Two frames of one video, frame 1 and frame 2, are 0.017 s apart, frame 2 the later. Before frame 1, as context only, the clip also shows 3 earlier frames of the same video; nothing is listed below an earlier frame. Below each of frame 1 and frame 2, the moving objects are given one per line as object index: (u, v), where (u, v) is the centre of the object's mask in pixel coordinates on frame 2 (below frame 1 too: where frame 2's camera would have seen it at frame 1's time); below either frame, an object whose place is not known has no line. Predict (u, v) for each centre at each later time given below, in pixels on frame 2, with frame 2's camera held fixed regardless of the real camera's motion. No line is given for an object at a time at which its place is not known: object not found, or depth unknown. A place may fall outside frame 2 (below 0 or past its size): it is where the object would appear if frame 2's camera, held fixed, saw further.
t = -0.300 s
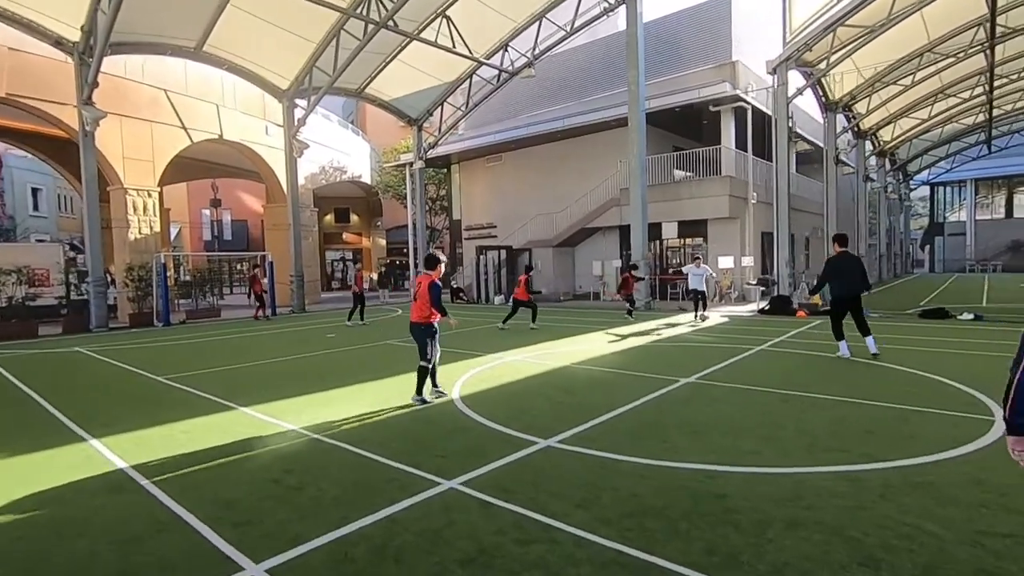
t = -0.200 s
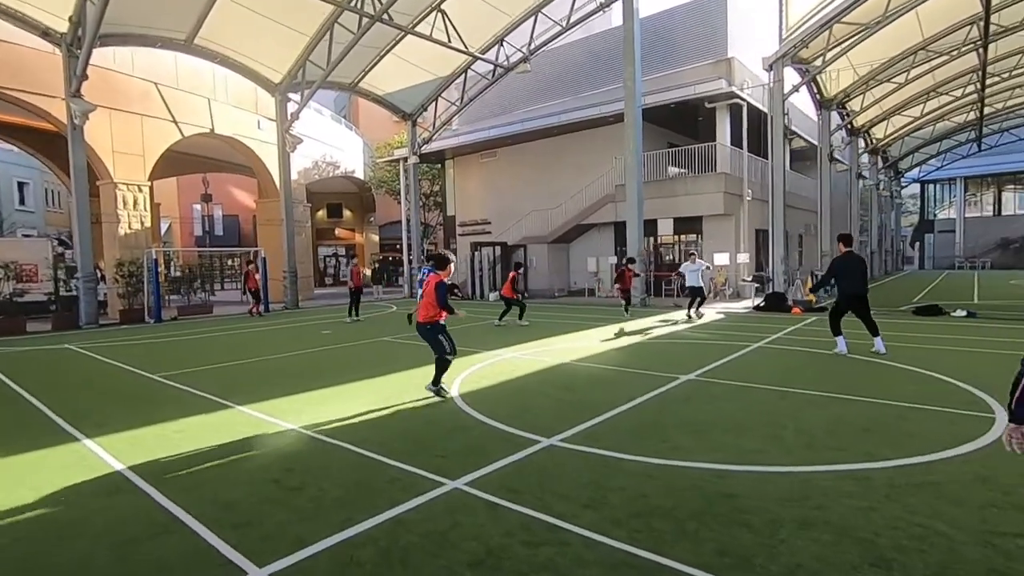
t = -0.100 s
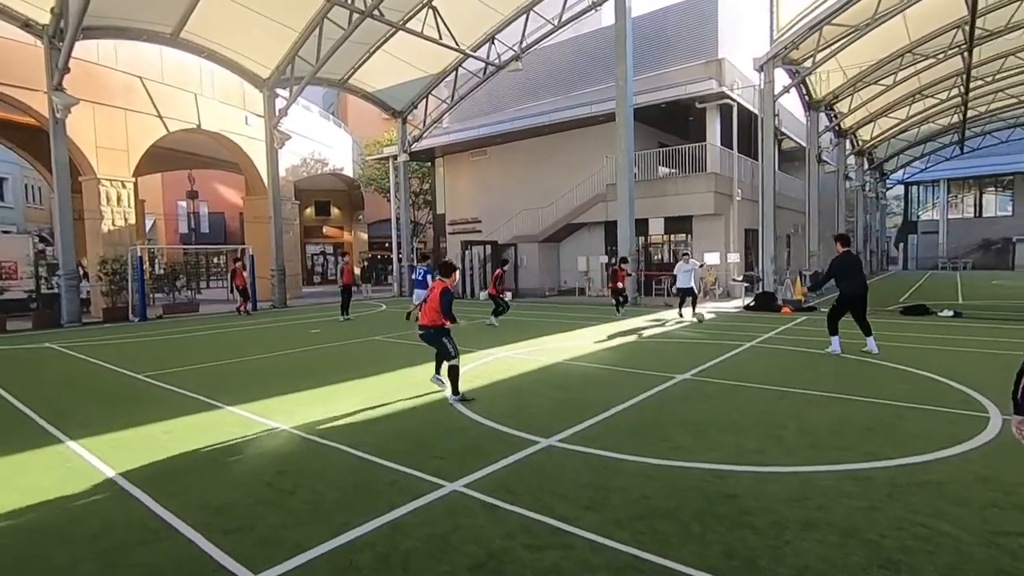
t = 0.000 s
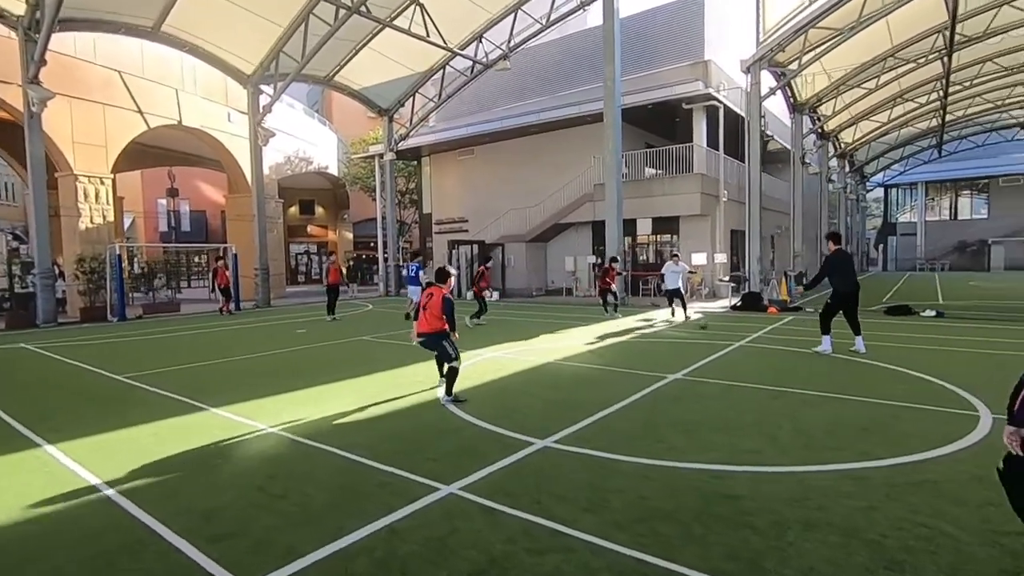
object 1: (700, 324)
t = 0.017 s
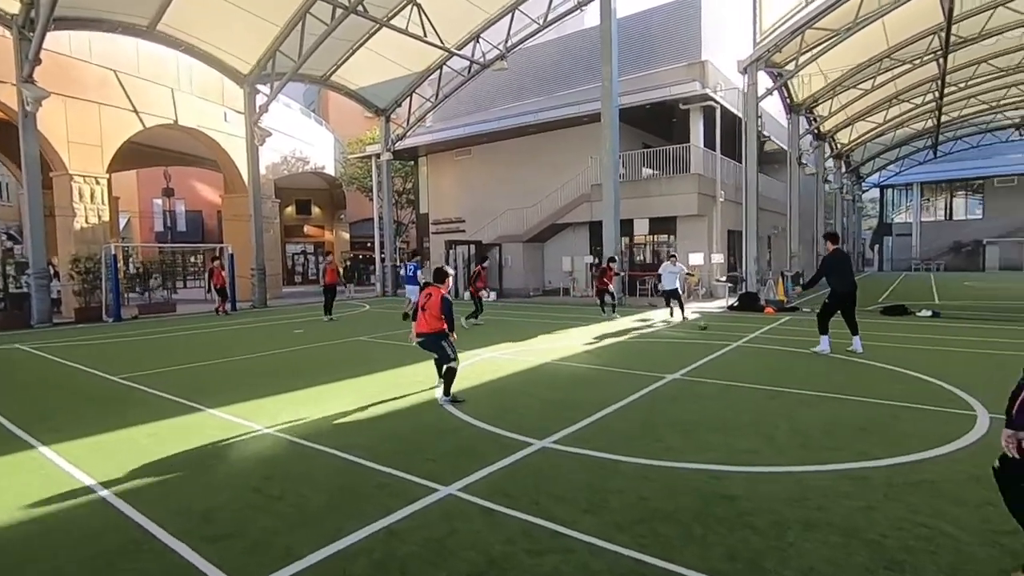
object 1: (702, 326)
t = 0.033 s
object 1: (707, 327)
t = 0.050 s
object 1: (709, 328)
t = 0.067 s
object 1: (712, 329)
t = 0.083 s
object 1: (714, 330)
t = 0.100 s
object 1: (718, 331)
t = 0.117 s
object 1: (721, 332)
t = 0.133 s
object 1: (725, 333)
